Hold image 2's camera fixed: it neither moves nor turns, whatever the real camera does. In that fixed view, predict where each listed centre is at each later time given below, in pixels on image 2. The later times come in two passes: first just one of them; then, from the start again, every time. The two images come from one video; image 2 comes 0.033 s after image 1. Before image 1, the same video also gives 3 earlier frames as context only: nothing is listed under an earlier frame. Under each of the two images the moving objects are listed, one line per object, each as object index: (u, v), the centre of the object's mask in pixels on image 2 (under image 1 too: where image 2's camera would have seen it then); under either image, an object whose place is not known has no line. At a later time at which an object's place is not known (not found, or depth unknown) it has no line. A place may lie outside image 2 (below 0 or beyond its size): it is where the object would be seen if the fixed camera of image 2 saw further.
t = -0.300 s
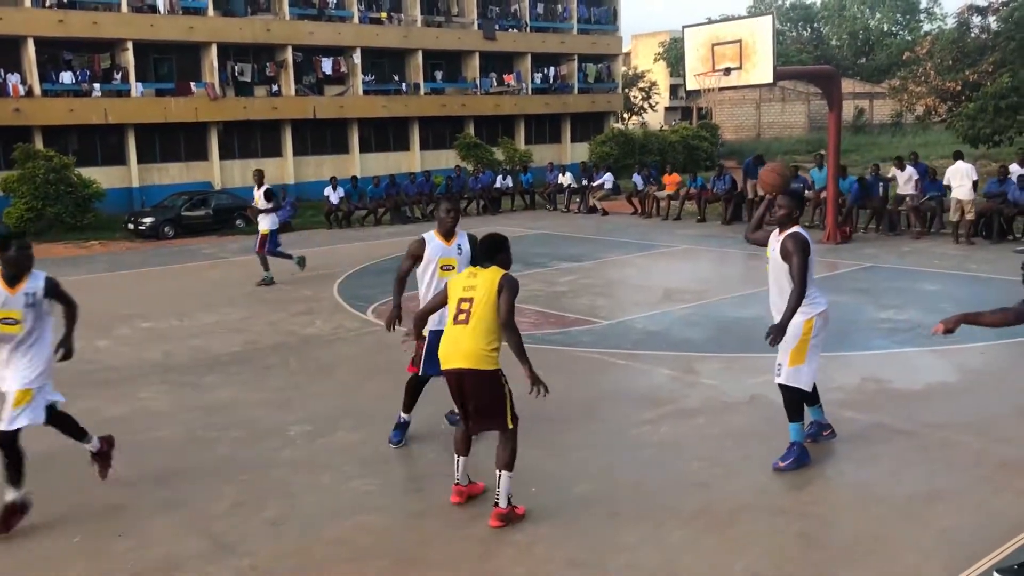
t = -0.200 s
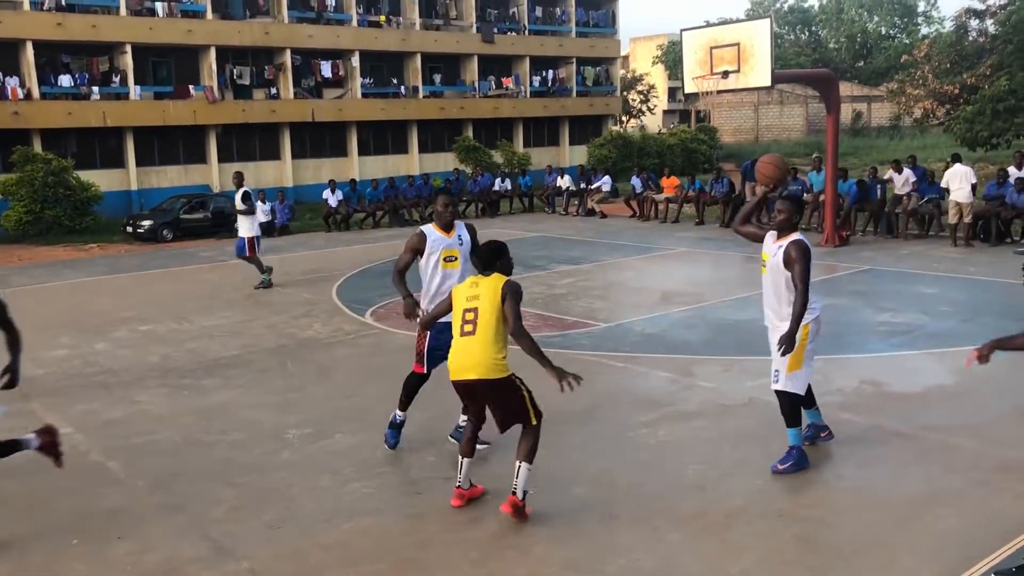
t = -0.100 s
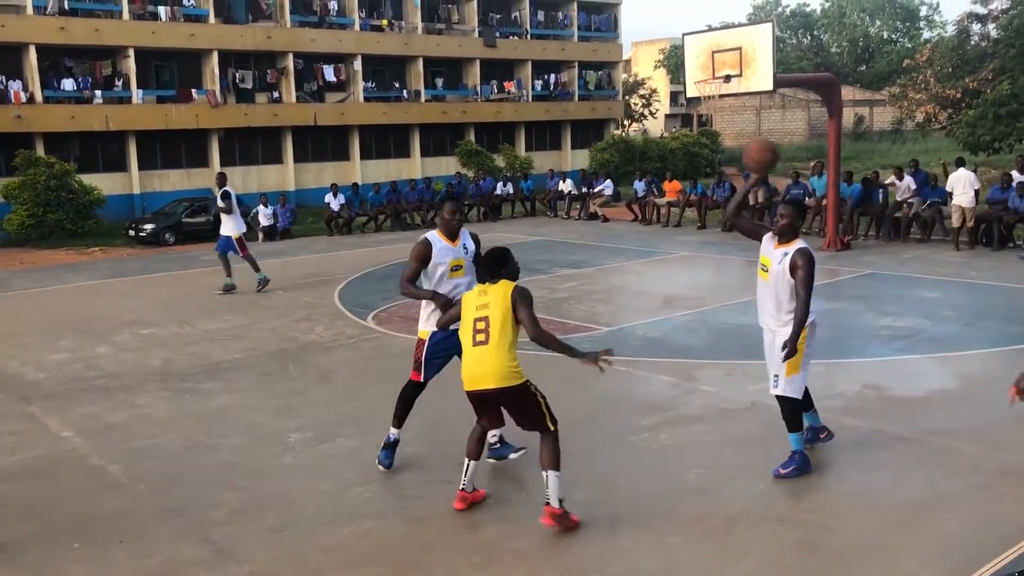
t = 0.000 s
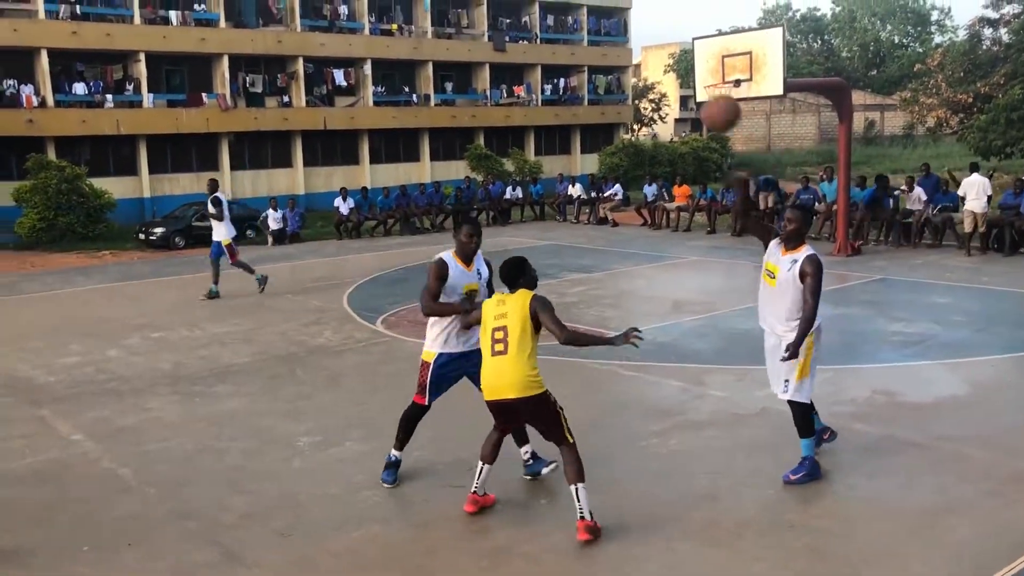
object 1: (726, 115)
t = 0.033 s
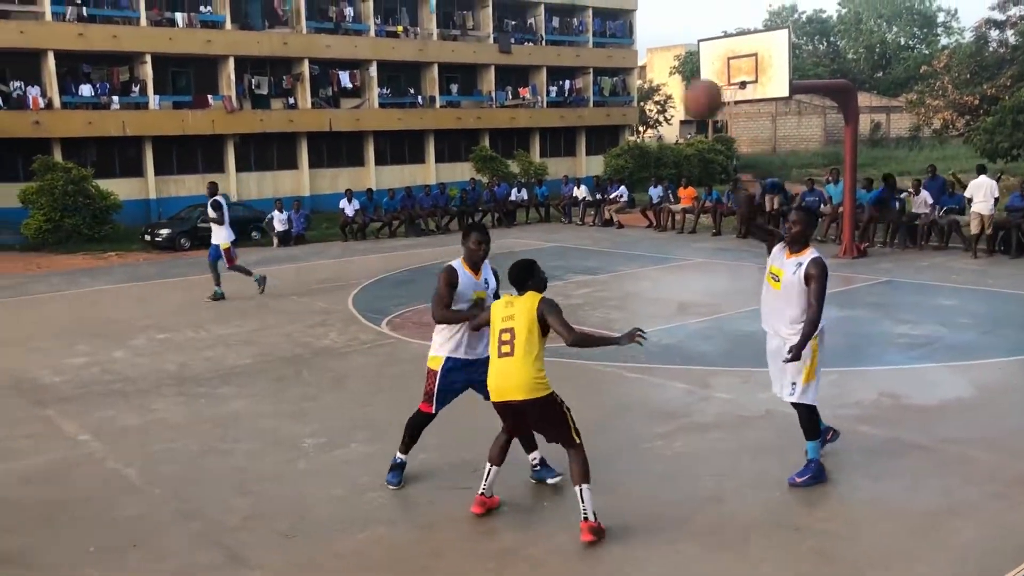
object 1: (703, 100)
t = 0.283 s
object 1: (450, 12)
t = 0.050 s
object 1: (690, 92)
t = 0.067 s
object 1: (676, 85)
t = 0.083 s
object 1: (663, 77)
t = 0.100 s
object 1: (649, 71)
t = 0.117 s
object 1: (635, 64)
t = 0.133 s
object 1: (619, 57)
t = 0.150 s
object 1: (604, 52)
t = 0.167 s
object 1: (587, 46)
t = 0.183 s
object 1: (570, 40)
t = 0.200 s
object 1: (552, 35)
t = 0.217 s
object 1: (534, 29)
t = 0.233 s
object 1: (516, 26)
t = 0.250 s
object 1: (494, 19)
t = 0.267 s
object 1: (472, 16)
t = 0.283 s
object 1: (450, 12)
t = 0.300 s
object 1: (427, 10)
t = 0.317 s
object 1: (404, 8)
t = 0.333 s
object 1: (378, 7)
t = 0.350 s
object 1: (350, 6)
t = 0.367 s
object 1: (323, 6)
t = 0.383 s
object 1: (293, 6)
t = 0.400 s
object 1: (262, 7)
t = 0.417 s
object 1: (232, 10)
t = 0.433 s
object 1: (195, 13)
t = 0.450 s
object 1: (159, 17)
